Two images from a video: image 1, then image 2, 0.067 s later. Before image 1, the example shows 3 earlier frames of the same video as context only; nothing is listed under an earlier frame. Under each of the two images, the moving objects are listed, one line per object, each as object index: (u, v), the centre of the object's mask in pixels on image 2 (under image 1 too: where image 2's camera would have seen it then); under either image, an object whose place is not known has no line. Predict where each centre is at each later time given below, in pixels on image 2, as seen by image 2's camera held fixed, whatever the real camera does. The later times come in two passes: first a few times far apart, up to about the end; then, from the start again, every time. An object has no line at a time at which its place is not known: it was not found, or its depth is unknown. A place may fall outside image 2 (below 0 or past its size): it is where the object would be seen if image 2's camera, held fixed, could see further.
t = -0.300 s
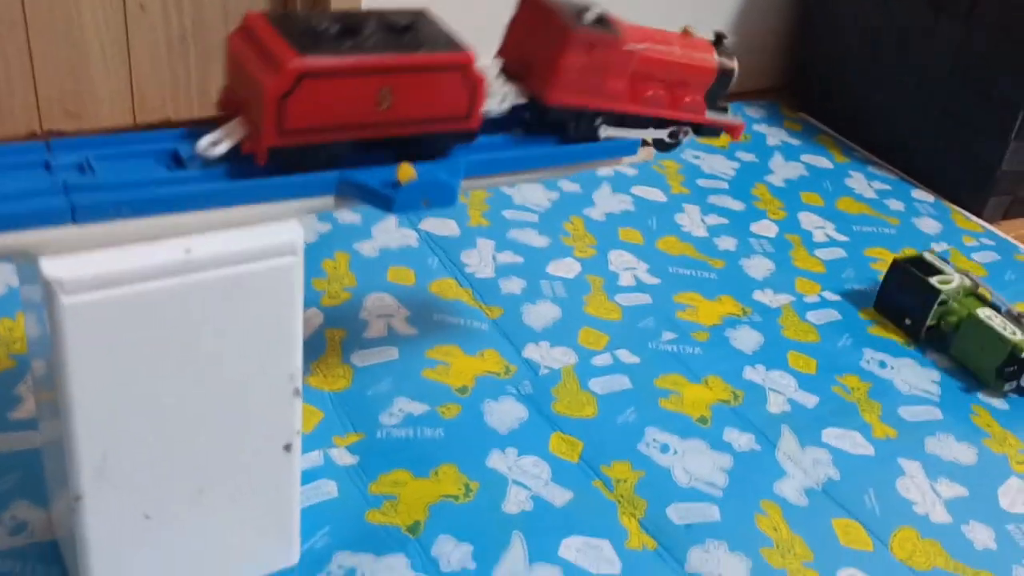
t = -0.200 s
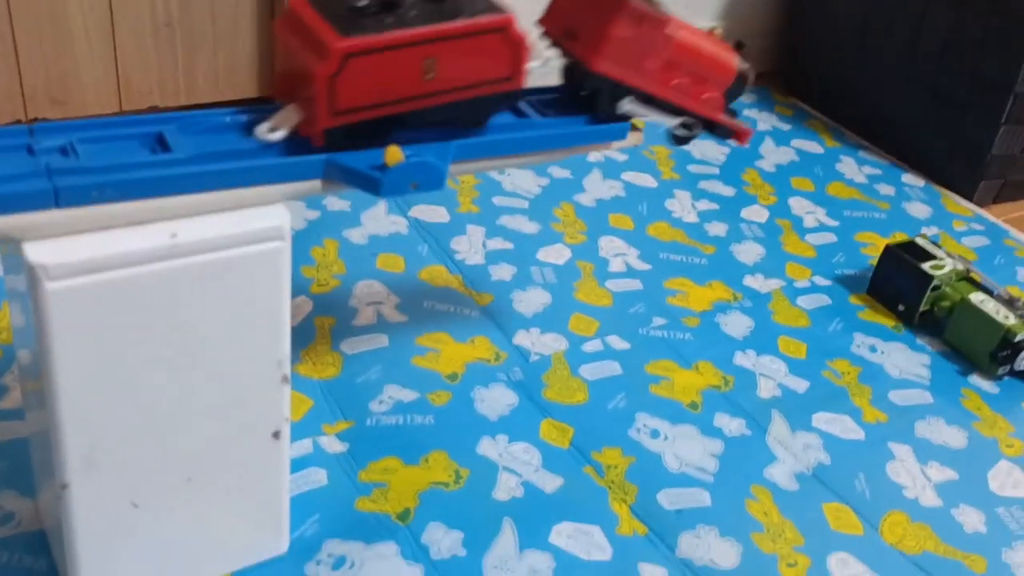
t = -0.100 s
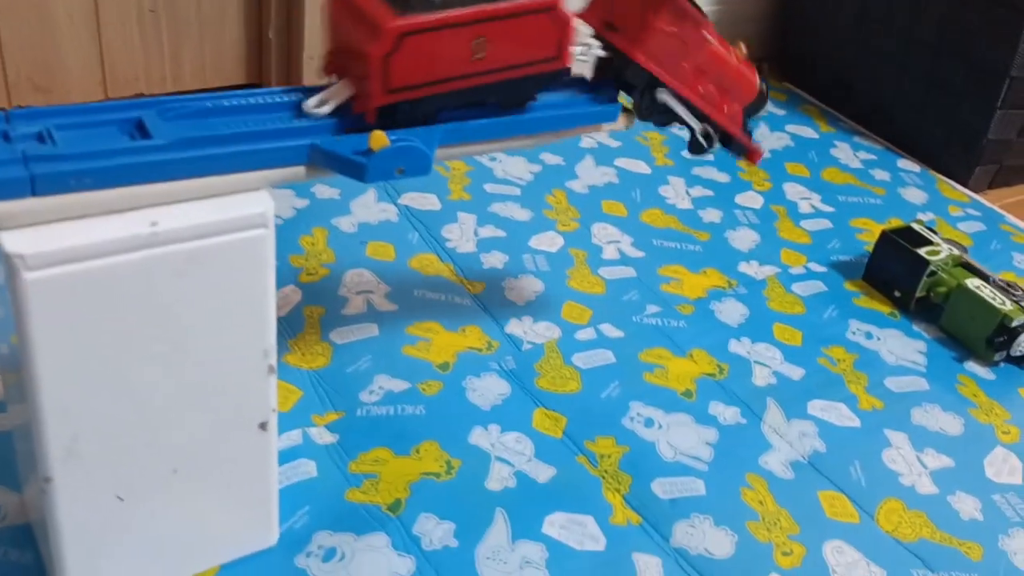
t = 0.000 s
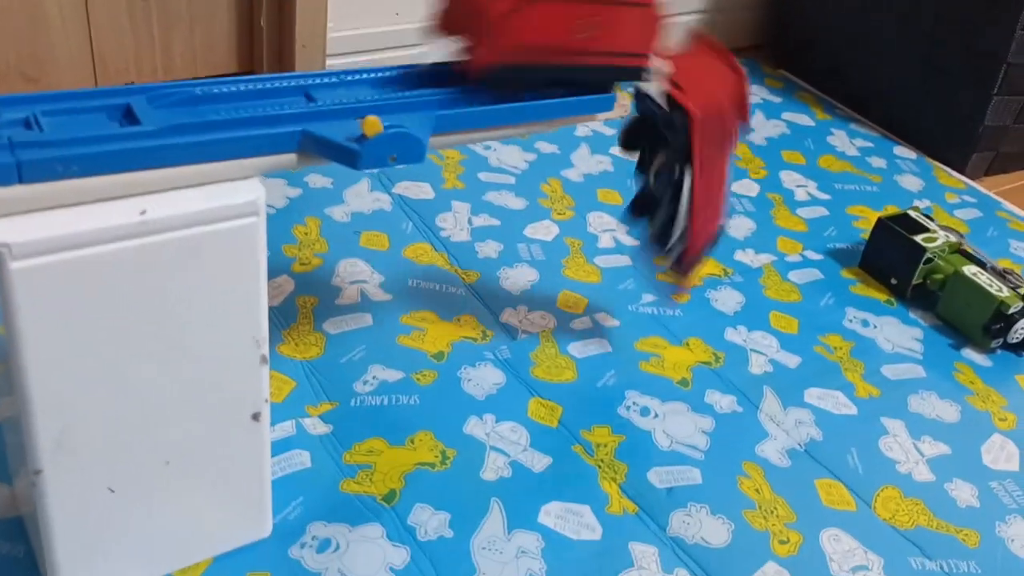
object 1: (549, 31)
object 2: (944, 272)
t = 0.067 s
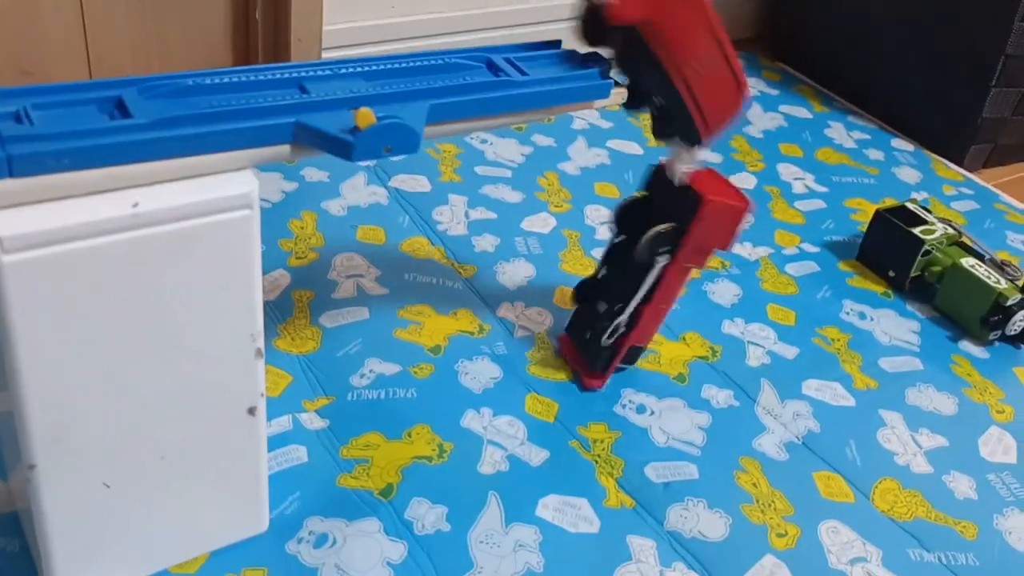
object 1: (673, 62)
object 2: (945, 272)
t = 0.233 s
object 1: (876, 197)
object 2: (959, 280)
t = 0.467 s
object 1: (870, 238)
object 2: (990, 257)
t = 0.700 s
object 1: (847, 229)
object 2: (991, 257)
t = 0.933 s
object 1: (847, 228)
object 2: (990, 257)
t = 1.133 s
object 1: (847, 228)
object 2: (989, 254)
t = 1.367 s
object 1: (847, 228)
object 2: (988, 254)
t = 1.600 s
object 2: (987, 254)
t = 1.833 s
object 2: (986, 253)
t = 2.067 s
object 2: (987, 253)
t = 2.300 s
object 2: (987, 254)
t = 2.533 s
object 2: (987, 254)
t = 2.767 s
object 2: (988, 254)
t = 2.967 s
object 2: (986, 254)
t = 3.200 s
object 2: (985, 253)
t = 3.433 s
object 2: (985, 252)
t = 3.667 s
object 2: (985, 253)
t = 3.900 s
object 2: (985, 252)
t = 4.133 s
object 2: (984, 252)
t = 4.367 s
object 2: (983, 252)
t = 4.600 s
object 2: (983, 251)
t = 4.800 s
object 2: (982, 251)
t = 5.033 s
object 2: (983, 251)
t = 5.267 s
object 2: (982, 251)
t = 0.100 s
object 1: (729, 65)
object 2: (945, 272)
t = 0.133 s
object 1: (774, 76)
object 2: (945, 272)
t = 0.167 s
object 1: (813, 100)
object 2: (946, 272)
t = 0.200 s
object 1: (849, 144)
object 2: (948, 274)
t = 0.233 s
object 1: (876, 197)
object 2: (959, 280)
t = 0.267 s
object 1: (882, 225)
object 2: (968, 278)
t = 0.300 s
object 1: (869, 243)
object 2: (966, 264)
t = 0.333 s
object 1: (876, 231)
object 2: (979, 255)
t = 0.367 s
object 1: (875, 235)
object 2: (985, 252)
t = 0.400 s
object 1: (874, 236)
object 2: (989, 256)
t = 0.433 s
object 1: (872, 240)
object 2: (991, 257)
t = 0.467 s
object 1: (870, 238)
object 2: (990, 257)
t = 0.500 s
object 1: (868, 236)
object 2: (991, 256)
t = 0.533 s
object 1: (866, 236)
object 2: (991, 257)
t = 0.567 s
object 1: (862, 235)
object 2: (991, 257)
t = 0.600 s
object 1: (857, 234)
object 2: (991, 258)
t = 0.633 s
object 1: (851, 232)
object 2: (991, 257)
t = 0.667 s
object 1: (848, 229)
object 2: (991, 257)
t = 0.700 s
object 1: (847, 229)
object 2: (991, 257)
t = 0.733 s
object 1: (847, 229)
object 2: (991, 256)
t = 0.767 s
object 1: (847, 228)
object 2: (990, 257)
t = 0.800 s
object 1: (847, 228)
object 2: (991, 255)
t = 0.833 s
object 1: (847, 228)
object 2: (990, 257)
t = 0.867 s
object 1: (847, 228)
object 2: (990, 257)
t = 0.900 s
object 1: (847, 228)
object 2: (990, 257)
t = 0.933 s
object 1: (847, 228)
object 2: (990, 257)
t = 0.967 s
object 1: (847, 228)
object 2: (990, 255)
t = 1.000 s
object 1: (847, 228)
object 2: (990, 256)
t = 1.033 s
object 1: (847, 228)
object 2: (990, 255)
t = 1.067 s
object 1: (847, 228)
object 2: (990, 255)
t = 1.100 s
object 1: (847, 228)
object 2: (990, 254)
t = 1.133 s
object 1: (847, 228)
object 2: (989, 254)
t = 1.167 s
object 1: (847, 228)
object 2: (989, 253)
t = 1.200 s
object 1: (847, 228)
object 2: (988, 255)
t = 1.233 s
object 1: (847, 228)
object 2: (988, 255)
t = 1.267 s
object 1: (847, 228)
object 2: (989, 253)
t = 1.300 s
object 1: (847, 228)
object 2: (988, 254)
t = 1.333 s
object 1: (847, 228)
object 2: (989, 253)
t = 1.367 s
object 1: (847, 228)
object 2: (988, 254)
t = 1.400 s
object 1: (847, 228)
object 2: (988, 253)
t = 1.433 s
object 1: (847, 228)
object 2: (988, 254)
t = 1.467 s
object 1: (847, 228)
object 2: (988, 254)
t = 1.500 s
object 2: (988, 255)
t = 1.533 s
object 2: (987, 254)
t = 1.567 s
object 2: (987, 254)
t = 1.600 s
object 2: (987, 254)
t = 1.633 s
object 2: (987, 254)
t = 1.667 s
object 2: (987, 254)
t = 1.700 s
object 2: (987, 254)
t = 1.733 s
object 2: (986, 254)
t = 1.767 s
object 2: (986, 253)
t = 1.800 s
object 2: (986, 253)
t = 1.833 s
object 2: (986, 253)
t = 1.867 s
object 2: (986, 253)
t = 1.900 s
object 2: (986, 253)
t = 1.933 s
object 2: (986, 253)
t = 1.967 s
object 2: (986, 253)
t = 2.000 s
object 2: (986, 253)
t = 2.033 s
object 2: (986, 253)
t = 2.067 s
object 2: (987, 253)
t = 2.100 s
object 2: (987, 253)
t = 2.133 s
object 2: (987, 254)
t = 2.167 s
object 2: (987, 254)
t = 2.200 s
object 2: (987, 253)
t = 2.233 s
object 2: (987, 253)
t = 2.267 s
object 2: (987, 254)
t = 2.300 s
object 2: (987, 254)
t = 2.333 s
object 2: (987, 254)
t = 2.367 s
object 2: (987, 254)
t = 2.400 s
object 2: (987, 254)
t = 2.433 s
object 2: (987, 254)
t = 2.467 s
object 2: (987, 254)
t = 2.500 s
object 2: (987, 254)
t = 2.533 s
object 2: (987, 254)
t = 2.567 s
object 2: (987, 254)
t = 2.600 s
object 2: (987, 254)
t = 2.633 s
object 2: (987, 254)
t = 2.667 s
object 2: (988, 254)
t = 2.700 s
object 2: (988, 254)
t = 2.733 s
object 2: (988, 254)
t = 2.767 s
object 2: (988, 254)
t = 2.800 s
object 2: (987, 254)
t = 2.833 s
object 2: (987, 254)
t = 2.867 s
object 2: (987, 254)
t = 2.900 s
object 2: (987, 254)
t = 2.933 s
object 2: (986, 254)
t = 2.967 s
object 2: (986, 254)
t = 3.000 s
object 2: (986, 253)
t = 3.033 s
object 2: (985, 253)
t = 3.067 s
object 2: (985, 253)
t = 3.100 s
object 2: (985, 253)
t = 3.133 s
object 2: (985, 253)
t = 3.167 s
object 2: (985, 253)
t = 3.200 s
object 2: (985, 253)
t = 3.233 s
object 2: (985, 253)
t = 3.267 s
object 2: (985, 253)
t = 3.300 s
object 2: (984, 252)
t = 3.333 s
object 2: (984, 252)
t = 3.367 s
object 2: (985, 252)
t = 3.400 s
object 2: (985, 252)
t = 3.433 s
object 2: (985, 252)
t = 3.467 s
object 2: (985, 252)
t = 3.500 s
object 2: (985, 252)
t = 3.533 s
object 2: (985, 252)
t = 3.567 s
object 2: (985, 252)
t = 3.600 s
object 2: (985, 252)
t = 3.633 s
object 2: (985, 252)
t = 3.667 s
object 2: (985, 253)
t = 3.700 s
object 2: (985, 253)
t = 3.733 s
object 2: (985, 253)
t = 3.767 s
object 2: (985, 253)
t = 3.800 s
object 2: (985, 253)
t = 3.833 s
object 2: (985, 253)
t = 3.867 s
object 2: (985, 253)
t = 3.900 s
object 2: (985, 252)
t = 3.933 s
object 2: (985, 253)
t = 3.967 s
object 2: (985, 253)
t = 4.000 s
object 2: (985, 252)
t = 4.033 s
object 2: (985, 252)
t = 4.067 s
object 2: (985, 252)
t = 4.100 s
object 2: (984, 252)
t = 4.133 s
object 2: (984, 252)
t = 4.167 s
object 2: (984, 252)
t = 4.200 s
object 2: (984, 252)
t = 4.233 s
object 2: (984, 252)
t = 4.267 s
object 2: (984, 252)
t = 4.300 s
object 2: (984, 252)
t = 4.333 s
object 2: (984, 252)
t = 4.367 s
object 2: (983, 252)
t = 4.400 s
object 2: (983, 251)
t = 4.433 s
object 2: (983, 251)
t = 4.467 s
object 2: (983, 251)
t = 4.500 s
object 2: (983, 251)
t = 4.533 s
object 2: (983, 251)
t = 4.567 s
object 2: (983, 251)
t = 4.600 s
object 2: (983, 251)
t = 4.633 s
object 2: (983, 251)
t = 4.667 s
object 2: (982, 251)
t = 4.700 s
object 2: (982, 251)
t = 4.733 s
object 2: (982, 251)
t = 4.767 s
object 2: (982, 251)
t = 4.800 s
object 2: (982, 251)
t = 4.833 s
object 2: (983, 251)
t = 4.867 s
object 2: (983, 251)
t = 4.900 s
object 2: (983, 251)
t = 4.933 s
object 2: (982, 251)
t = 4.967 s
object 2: (982, 251)
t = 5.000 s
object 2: (982, 251)
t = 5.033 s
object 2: (983, 251)
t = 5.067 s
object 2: (983, 251)
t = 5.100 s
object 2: (983, 251)
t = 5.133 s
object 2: (982, 251)
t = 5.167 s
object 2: (982, 251)
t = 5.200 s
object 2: (982, 251)
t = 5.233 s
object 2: (982, 251)
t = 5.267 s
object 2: (982, 251)
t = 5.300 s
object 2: (982, 250)
